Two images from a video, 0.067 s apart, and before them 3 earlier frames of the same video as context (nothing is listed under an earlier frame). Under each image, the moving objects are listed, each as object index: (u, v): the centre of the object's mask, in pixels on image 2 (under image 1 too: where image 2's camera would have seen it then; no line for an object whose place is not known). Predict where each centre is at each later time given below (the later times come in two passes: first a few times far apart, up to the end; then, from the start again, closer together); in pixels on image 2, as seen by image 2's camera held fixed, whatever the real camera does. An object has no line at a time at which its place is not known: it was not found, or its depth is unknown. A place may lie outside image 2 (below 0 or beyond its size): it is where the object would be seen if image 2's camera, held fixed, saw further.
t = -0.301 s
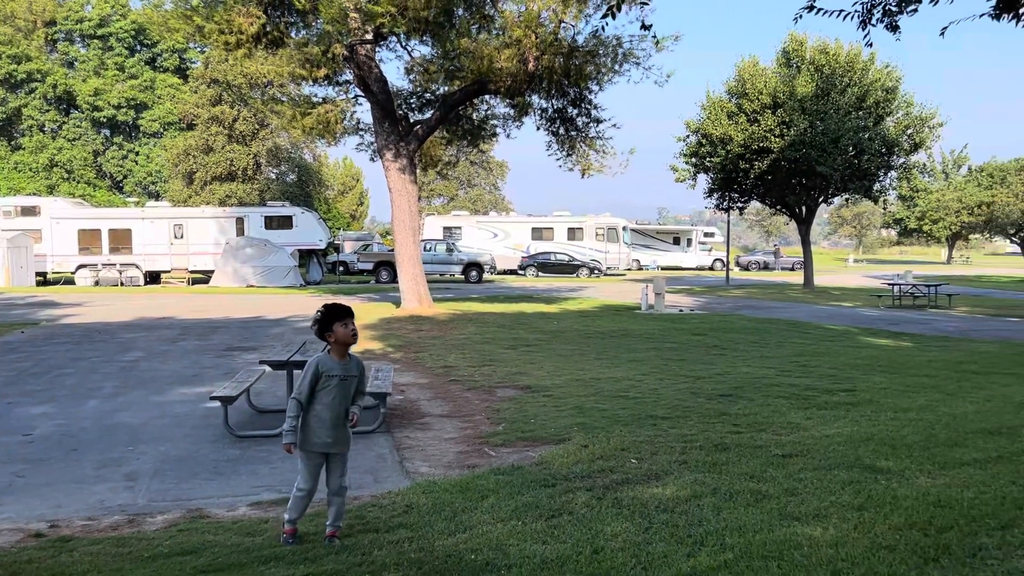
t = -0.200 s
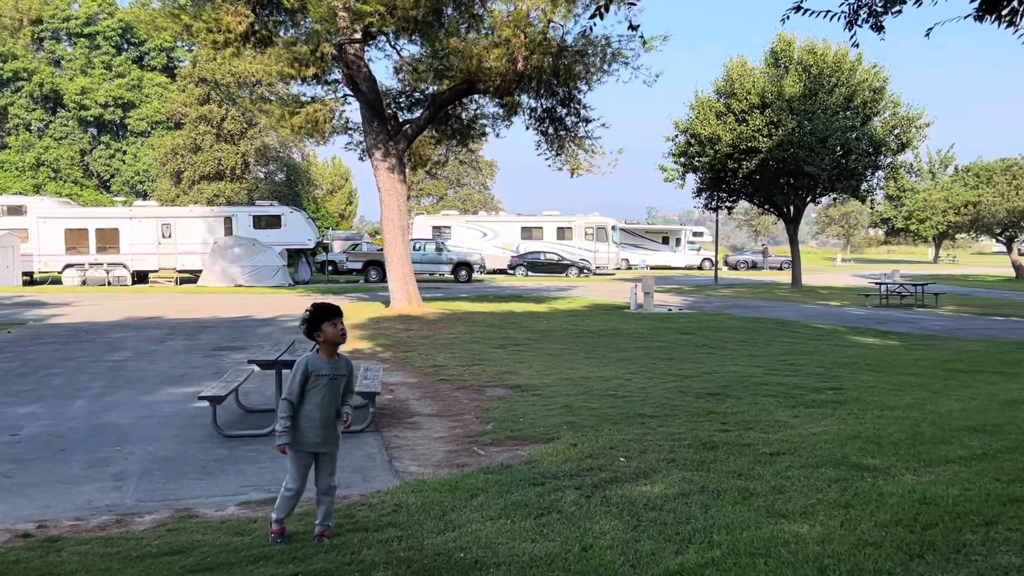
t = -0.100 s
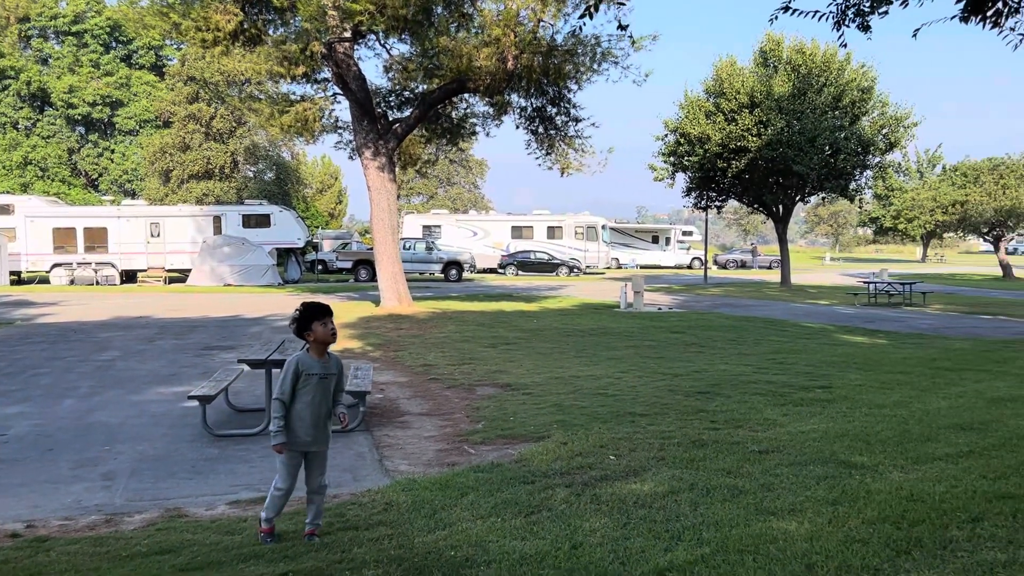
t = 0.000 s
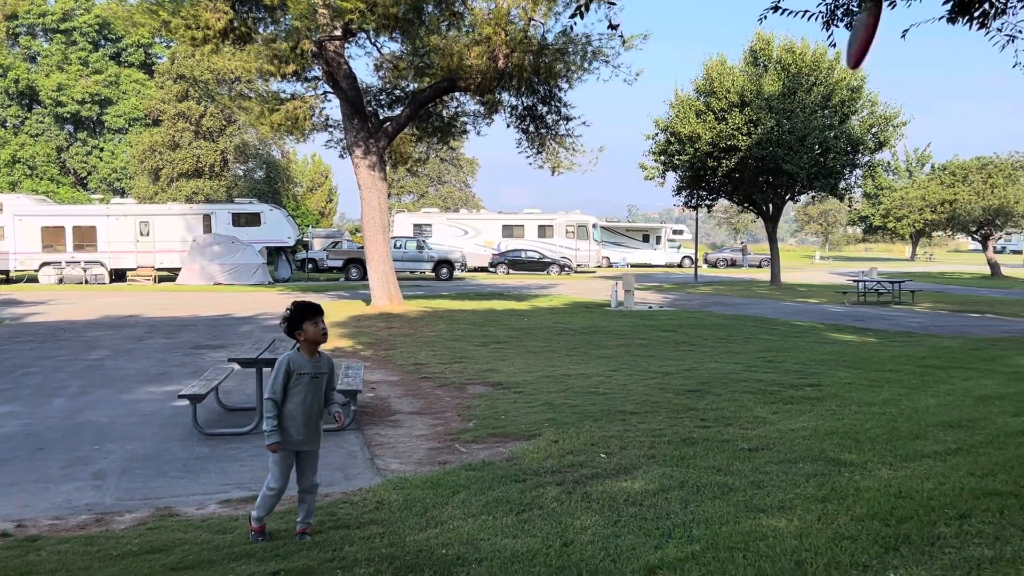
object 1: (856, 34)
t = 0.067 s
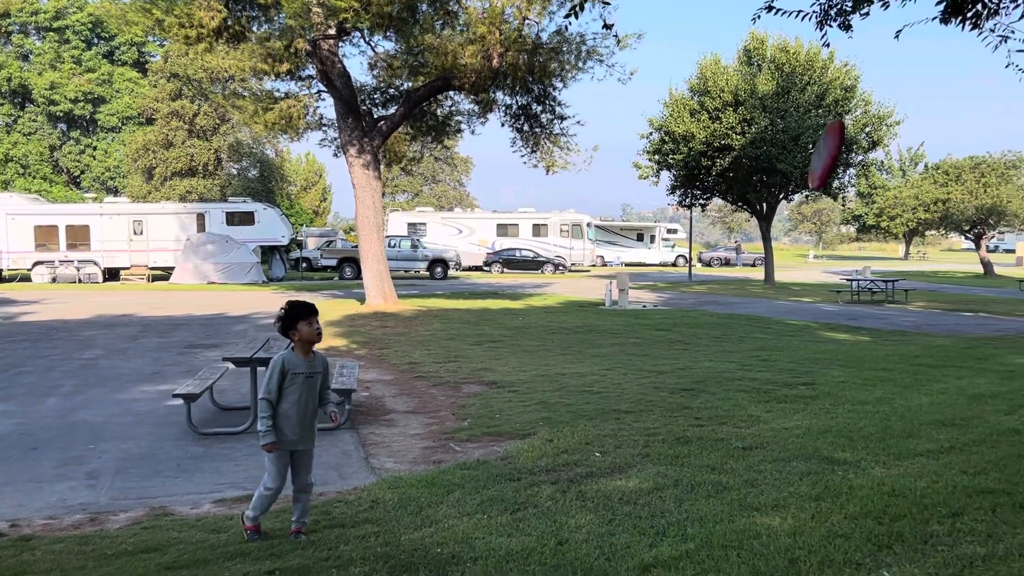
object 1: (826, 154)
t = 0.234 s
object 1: (737, 486)
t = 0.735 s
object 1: (660, 550)
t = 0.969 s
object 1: (662, 531)
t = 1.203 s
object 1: (673, 518)
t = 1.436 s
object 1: (690, 506)
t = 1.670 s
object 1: (711, 501)
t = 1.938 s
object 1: (743, 509)
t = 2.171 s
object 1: (748, 521)
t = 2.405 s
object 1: (748, 522)
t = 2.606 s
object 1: (748, 523)
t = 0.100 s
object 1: (810, 218)
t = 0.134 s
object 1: (792, 283)
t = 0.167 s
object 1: (775, 349)
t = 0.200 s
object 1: (756, 417)
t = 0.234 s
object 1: (737, 486)
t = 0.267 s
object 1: (716, 554)
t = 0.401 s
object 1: (681, 562)
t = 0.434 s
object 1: (676, 561)
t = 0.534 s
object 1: (670, 562)
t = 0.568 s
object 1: (669, 557)
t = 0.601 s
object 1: (668, 554)
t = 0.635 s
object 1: (666, 552)
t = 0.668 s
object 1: (665, 551)
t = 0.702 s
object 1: (663, 551)
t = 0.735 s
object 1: (660, 550)
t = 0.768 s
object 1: (659, 546)
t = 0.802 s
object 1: (660, 540)
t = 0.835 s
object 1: (660, 536)
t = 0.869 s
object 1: (661, 532)
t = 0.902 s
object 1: (661, 531)
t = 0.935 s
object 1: (661, 530)
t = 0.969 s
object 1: (662, 531)
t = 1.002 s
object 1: (663, 529)
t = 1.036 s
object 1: (664, 528)
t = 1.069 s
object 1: (666, 527)
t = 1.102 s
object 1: (666, 526)
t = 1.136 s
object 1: (669, 522)
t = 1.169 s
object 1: (671, 519)
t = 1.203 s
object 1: (673, 518)
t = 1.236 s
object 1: (676, 515)
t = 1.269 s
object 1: (678, 512)
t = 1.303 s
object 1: (680, 510)
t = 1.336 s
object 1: (683, 508)
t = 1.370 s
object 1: (685, 508)
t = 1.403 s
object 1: (688, 507)
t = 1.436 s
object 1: (690, 506)
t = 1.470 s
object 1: (693, 505)
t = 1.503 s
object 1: (696, 504)
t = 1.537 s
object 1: (699, 504)
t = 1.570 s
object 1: (702, 502)
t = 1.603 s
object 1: (705, 501)
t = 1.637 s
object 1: (708, 501)
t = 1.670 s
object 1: (711, 501)
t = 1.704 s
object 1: (714, 502)
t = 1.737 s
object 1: (718, 502)
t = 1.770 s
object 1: (722, 502)
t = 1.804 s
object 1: (726, 502)
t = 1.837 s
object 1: (730, 503)
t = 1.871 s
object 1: (735, 505)
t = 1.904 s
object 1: (740, 507)
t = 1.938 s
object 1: (743, 509)
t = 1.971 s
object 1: (746, 511)
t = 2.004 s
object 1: (749, 514)
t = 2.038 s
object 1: (750, 515)
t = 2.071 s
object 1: (750, 516)
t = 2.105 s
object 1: (749, 519)
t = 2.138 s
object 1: (749, 520)
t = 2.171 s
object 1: (748, 521)
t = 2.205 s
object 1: (748, 521)
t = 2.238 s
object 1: (747, 521)
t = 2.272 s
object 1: (748, 521)
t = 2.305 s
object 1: (748, 521)
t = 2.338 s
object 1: (748, 522)
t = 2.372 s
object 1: (748, 522)
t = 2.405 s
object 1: (748, 522)
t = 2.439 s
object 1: (748, 522)
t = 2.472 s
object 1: (748, 522)
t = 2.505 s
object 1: (748, 523)
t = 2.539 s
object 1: (748, 523)
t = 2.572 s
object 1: (748, 523)
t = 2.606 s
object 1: (748, 523)
